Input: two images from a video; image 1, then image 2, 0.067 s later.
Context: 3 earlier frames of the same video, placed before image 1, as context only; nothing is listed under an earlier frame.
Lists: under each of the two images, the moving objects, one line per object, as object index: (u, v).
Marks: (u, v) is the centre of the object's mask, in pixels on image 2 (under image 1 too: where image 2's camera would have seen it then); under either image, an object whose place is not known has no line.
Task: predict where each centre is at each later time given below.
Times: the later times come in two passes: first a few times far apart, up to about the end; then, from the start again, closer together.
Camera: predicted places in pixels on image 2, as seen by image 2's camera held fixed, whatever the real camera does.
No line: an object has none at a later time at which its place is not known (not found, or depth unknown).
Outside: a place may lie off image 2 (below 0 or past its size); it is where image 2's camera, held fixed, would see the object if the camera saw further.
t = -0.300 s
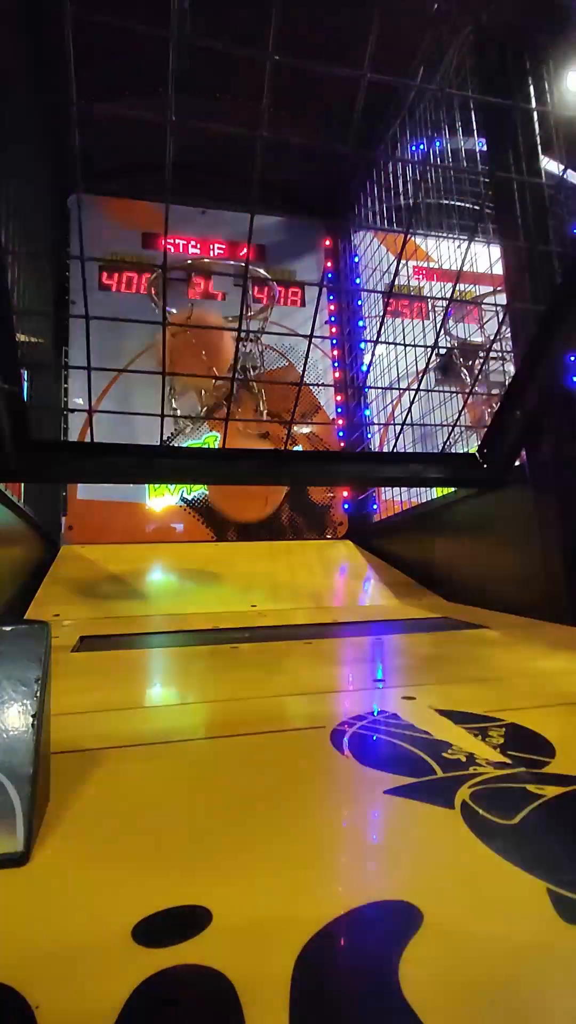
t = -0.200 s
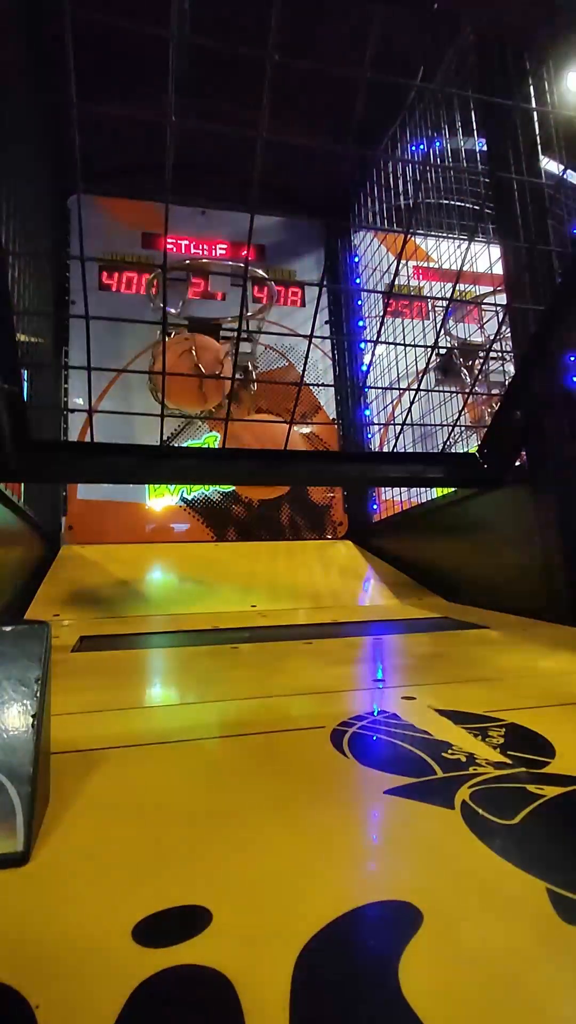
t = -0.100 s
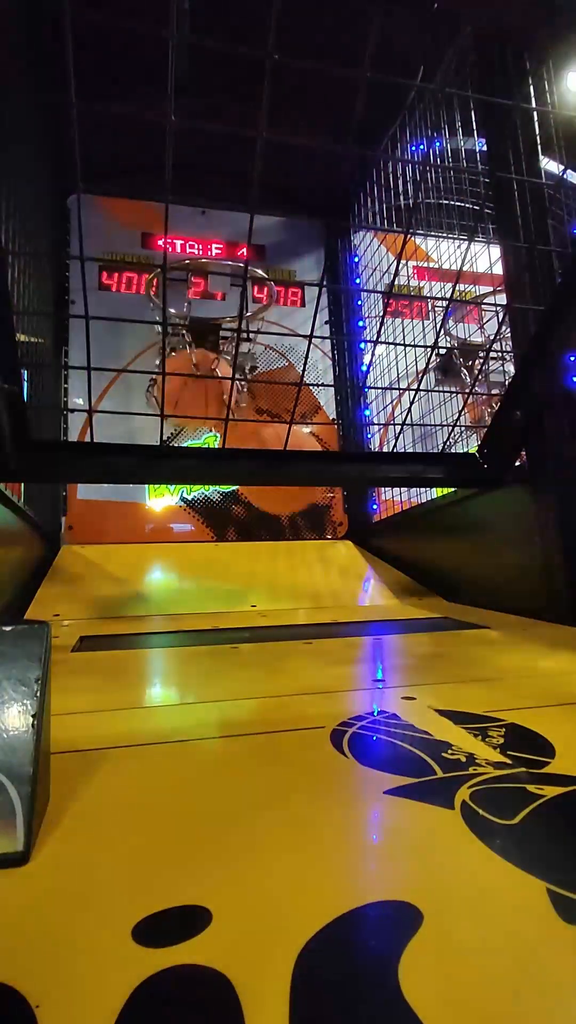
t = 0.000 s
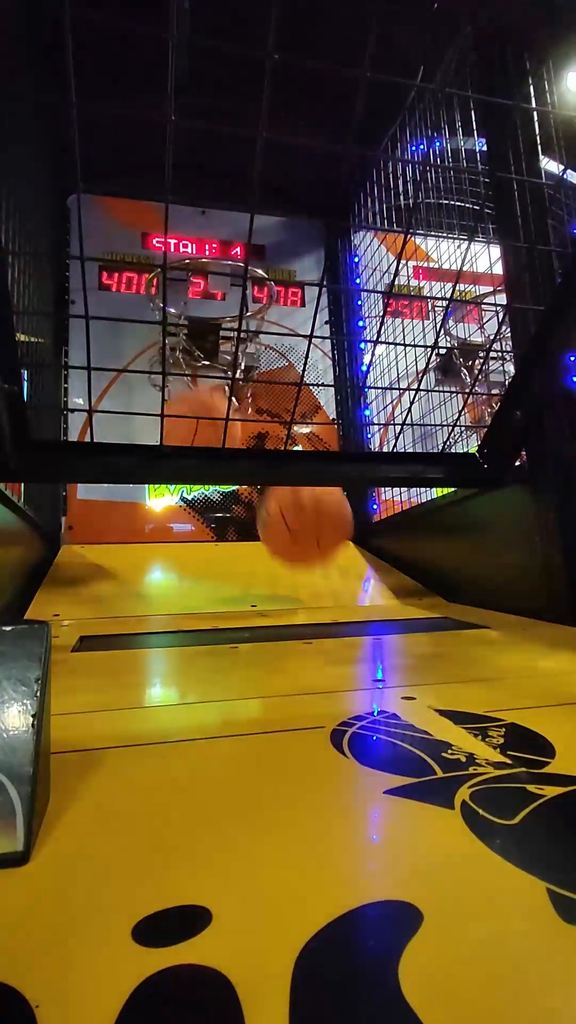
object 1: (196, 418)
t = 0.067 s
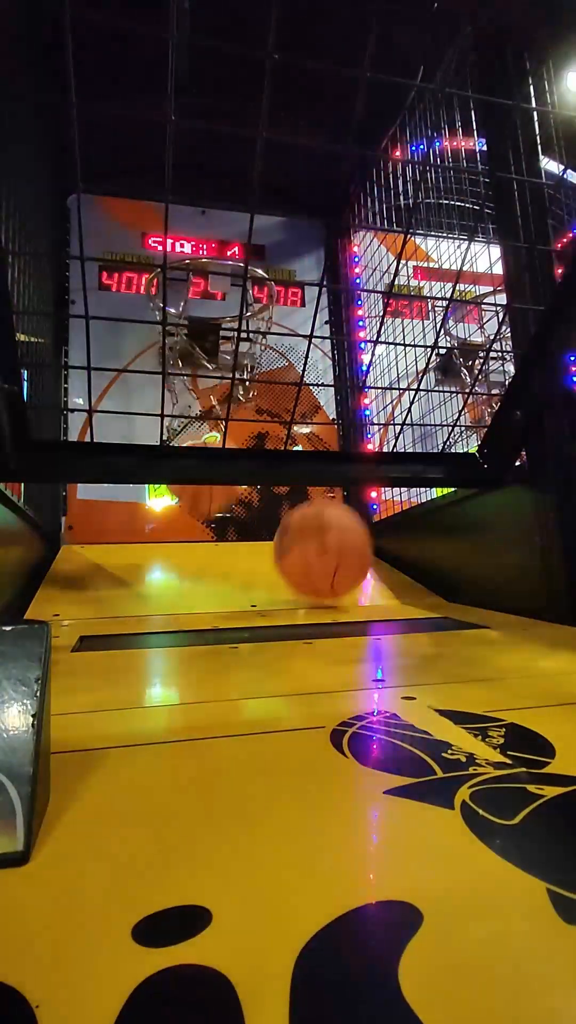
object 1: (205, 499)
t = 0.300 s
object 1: (234, 497)
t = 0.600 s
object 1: (240, 536)
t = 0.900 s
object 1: (231, 526)
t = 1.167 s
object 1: (241, 530)
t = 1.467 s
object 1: (296, 568)
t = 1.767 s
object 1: (381, 577)
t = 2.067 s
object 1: (327, 590)
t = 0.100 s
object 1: (207, 512)
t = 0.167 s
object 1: (214, 519)
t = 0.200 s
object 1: (218, 510)
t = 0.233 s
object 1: (223, 504)
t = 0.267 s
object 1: (229, 500)
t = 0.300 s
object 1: (234, 497)
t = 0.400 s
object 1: (255, 499)
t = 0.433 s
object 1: (255, 503)
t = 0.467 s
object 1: (257, 506)
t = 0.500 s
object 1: (255, 509)
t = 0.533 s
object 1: (249, 513)
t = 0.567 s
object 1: (245, 522)
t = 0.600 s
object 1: (240, 536)
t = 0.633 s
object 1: (235, 552)
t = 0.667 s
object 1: (234, 532)
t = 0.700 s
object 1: (233, 523)
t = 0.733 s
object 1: (232, 516)
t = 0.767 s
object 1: (232, 514)
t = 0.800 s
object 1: (231, 513)
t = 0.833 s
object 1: (231, 515)
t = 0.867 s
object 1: (230, 518)
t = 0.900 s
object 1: (231, 526)
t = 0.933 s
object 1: (230, 537)
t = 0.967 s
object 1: (231, 557)
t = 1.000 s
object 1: (234, 532)
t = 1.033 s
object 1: (233, 533)
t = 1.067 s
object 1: (234, 530)
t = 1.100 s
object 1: (236, 520)
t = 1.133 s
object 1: (239, 524)
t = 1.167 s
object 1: (241, 530)
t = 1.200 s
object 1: (242, 546)
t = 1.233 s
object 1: (243, 553)
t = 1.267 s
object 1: (248, 549)
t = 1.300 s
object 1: (258, 565)
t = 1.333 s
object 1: (265, 555)
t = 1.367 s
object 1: (272, 550)
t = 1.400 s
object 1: (279, 549)
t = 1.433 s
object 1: (287, 555)
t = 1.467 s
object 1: (296, 568)
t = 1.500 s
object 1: (306, 565)
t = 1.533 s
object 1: (316, 560)
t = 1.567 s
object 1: (328, 561)
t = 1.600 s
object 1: (341, 570)
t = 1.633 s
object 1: (355, 571)
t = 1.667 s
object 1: (369, 565)
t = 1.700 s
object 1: (385, 567)
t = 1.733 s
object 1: (389, 574)
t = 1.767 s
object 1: (381, 577)
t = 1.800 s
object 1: (376, 577)
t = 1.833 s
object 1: (370, 579)
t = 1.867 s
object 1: (365, 579)
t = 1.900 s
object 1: (359, 580)
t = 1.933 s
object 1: (353, 583)
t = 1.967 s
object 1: (346, 585)
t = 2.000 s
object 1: (340, 585)
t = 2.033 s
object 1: (334, 588)
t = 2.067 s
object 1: (327, 590)
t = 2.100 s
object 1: (321, 594)
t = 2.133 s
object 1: (314, 598)
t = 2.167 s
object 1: (307, 603)
